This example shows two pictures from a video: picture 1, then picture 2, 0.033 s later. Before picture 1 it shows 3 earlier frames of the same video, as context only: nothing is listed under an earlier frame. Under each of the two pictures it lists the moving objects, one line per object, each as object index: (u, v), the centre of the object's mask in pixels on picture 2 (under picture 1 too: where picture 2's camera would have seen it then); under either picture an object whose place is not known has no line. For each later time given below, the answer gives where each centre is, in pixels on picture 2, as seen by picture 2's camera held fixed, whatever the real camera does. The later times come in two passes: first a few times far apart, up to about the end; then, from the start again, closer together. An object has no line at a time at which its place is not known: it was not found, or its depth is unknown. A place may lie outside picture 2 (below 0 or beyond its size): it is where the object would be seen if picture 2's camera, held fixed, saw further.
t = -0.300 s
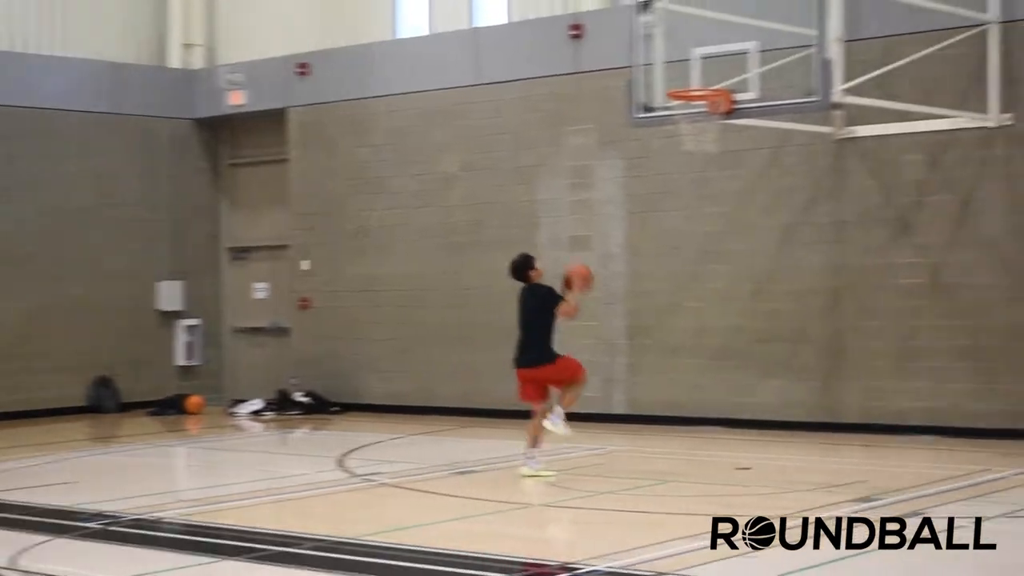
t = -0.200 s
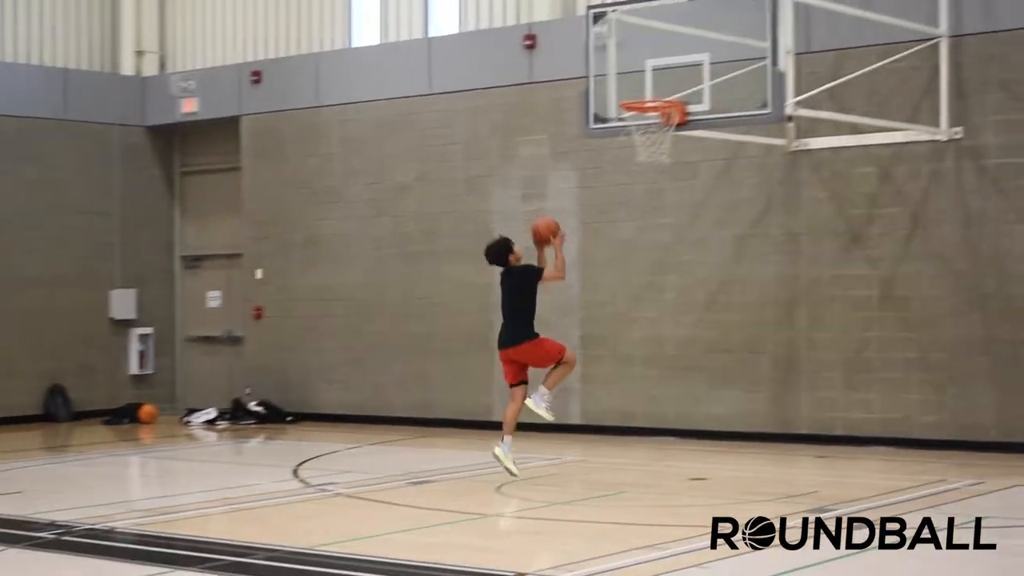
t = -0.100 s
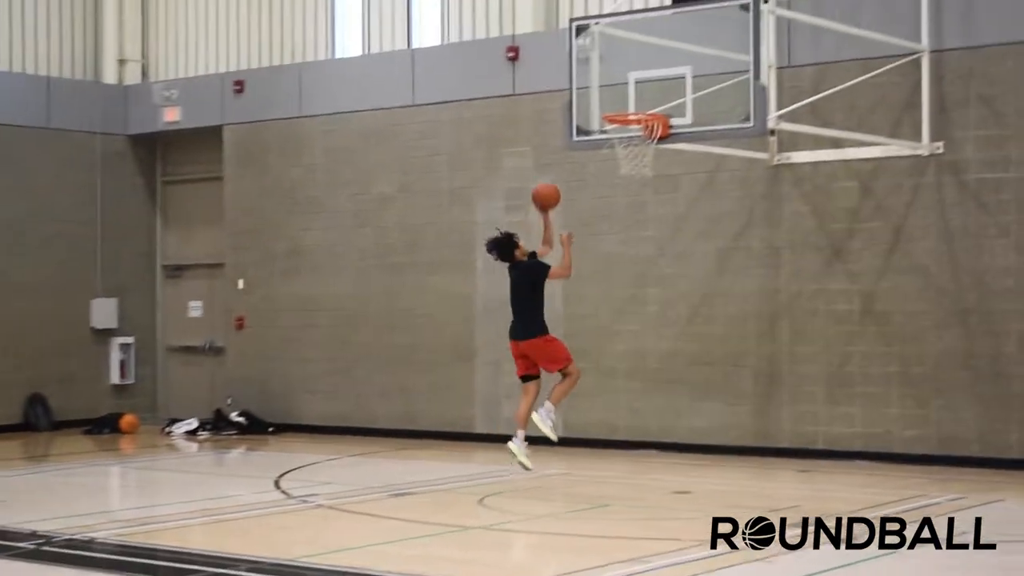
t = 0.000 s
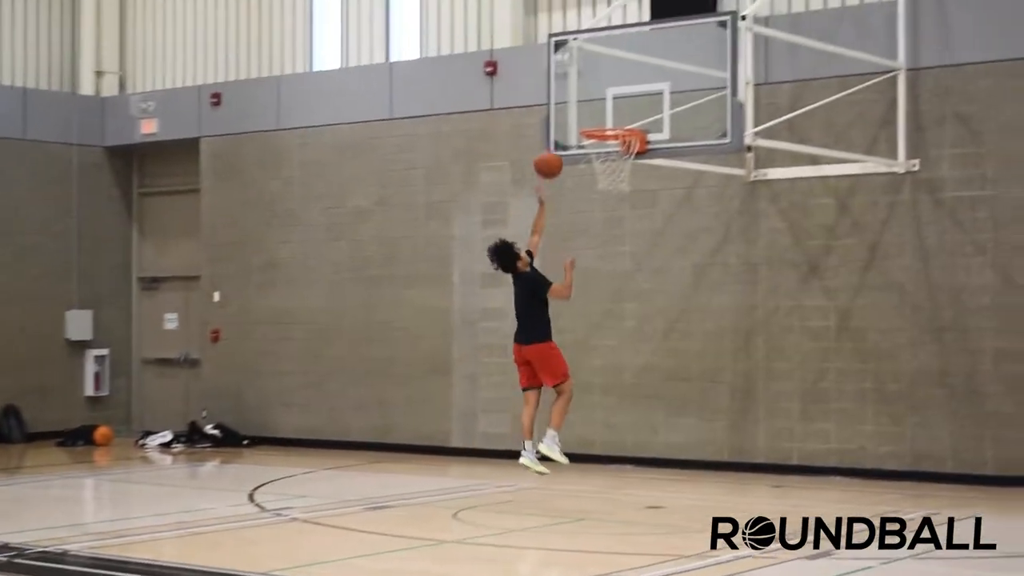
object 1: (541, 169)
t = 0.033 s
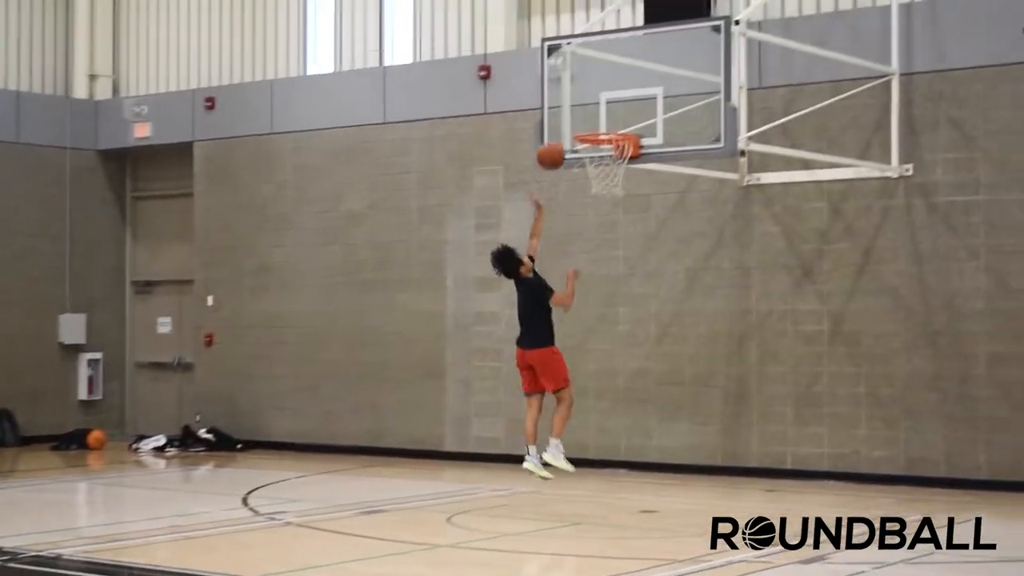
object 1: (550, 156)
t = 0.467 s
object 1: (603, 117)
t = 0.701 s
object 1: (598, 161)
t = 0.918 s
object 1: (599, 177)
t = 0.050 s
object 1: (555, 150)
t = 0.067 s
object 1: (560, 144)
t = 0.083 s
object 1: (563, 139)
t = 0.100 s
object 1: (568, 133)
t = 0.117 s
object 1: (572, 128)
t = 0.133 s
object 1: (577, 124)
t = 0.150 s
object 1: (582, 120)
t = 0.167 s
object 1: (587, 117)
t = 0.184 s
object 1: (591, 114)
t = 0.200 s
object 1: (596, 111)
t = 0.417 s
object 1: (602, 110)
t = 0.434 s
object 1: (603, 113)
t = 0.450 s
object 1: (603, 115)
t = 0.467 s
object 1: (603, 117)
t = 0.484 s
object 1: (604, 120)
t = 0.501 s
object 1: (605, 123)
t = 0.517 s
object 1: (605, 124)
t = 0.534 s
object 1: (605, 126)
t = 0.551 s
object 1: (603, 134)
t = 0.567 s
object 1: (603, 138)
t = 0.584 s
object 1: (602, 141)
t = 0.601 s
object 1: (602, 144)
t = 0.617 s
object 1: (601, 148)
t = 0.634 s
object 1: (600, 151)
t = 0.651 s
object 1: (600, 153)
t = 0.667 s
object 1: (600, 157)
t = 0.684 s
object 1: (599, 161)
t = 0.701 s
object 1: (598, 161)
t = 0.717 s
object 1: (597, 159)
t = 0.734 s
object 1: (598, 162)
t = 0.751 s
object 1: (598, 161)
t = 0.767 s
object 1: (598, 162)
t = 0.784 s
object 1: (597, 165)
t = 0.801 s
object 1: (597, 165)
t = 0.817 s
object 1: (598, 166)
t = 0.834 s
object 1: (598, 167)
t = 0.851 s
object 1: (599, 169)
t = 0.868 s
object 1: (598, 170)
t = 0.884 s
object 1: (598, 172)
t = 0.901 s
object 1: (599, 174)
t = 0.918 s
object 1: (599, 177)
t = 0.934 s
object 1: (600, 181)
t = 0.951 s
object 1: (600, 183)
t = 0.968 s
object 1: (600, 188)
